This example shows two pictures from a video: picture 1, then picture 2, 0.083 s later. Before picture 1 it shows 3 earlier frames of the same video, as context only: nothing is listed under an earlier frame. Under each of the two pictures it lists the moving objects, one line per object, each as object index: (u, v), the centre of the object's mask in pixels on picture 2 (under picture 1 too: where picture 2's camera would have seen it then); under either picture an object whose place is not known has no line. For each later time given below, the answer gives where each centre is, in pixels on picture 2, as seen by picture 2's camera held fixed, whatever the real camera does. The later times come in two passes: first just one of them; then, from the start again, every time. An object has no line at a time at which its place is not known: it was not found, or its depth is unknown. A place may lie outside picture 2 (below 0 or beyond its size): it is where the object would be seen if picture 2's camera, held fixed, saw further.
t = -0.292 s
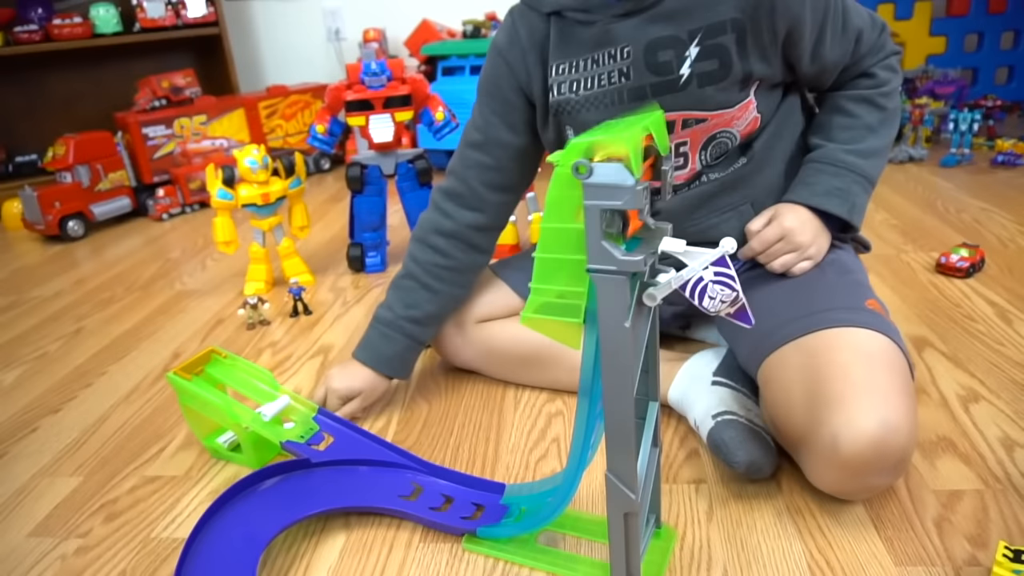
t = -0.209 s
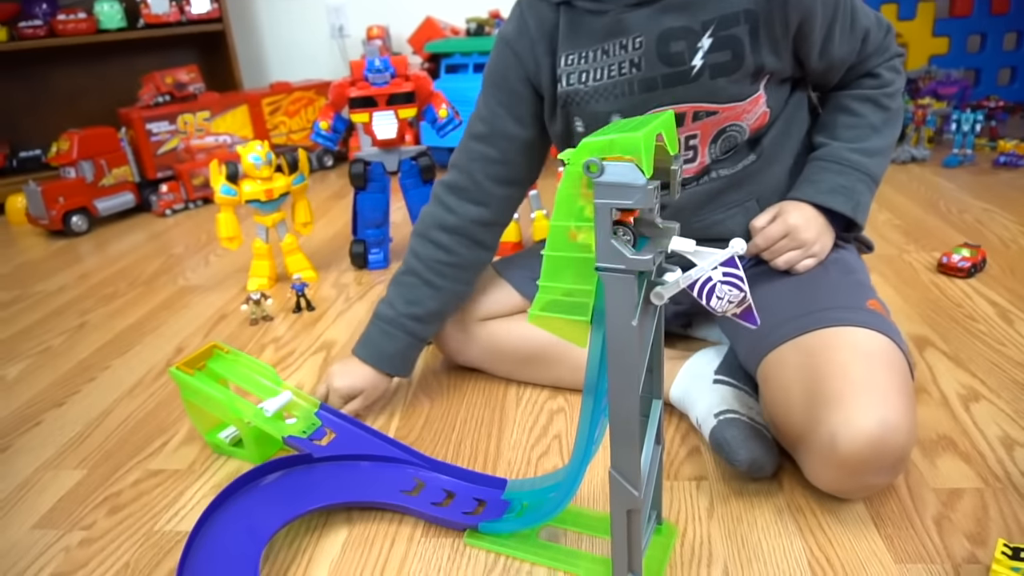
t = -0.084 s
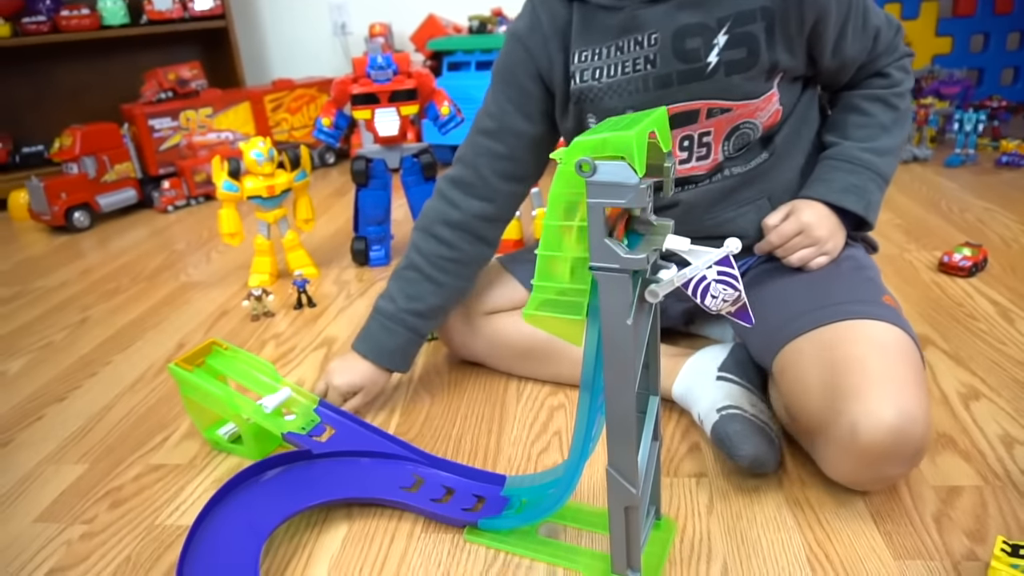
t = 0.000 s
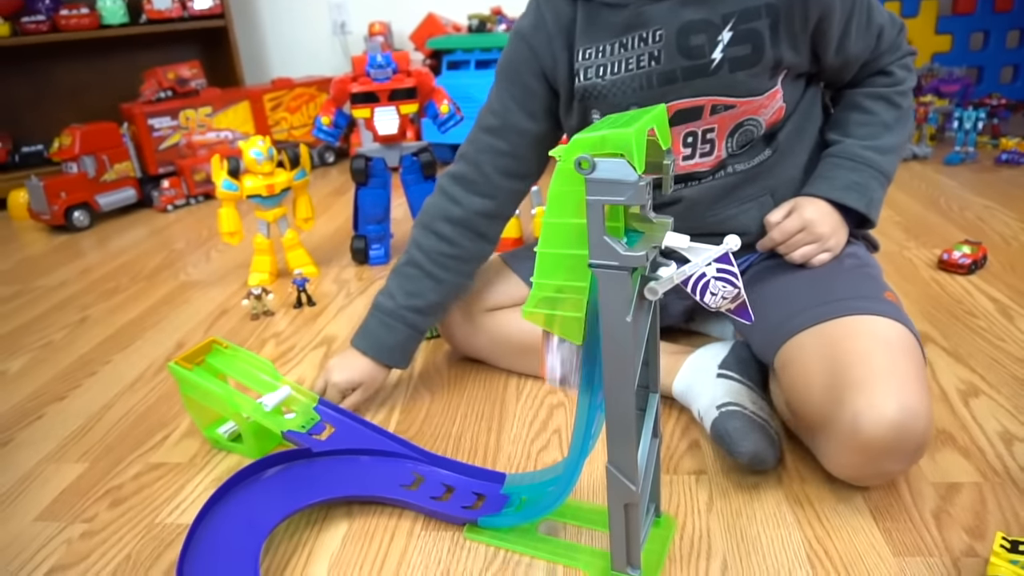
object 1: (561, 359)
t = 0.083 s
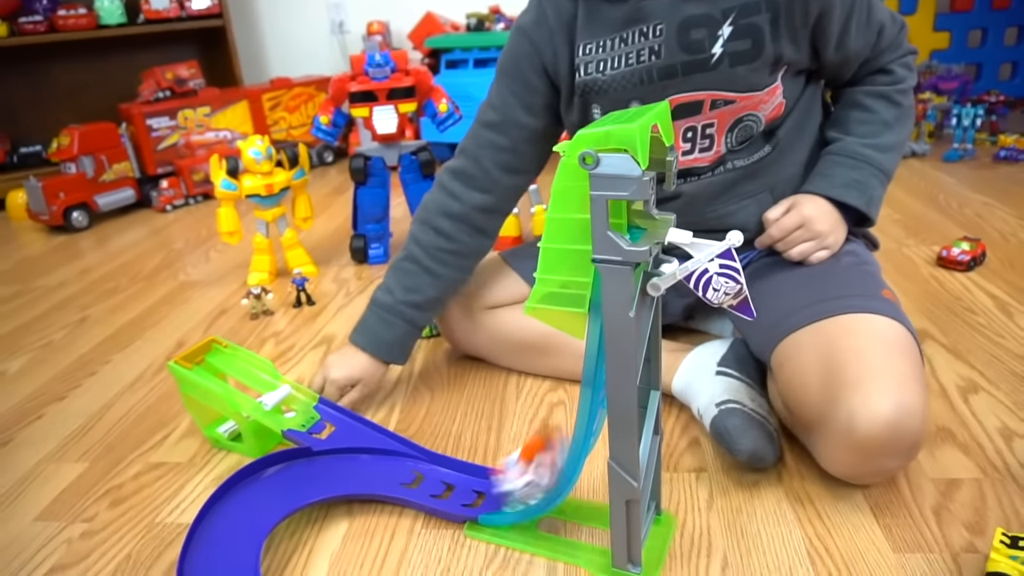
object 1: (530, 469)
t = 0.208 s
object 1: (354, 459)
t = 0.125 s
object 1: (473, 482)
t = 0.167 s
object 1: (409, 465)
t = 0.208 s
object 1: (354, 459)
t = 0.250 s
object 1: (301, 467)
